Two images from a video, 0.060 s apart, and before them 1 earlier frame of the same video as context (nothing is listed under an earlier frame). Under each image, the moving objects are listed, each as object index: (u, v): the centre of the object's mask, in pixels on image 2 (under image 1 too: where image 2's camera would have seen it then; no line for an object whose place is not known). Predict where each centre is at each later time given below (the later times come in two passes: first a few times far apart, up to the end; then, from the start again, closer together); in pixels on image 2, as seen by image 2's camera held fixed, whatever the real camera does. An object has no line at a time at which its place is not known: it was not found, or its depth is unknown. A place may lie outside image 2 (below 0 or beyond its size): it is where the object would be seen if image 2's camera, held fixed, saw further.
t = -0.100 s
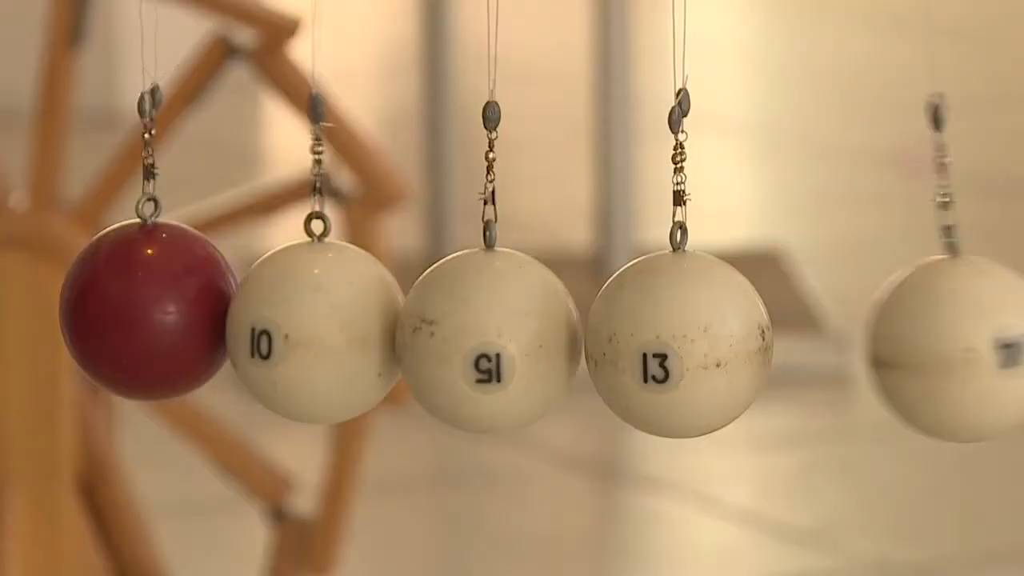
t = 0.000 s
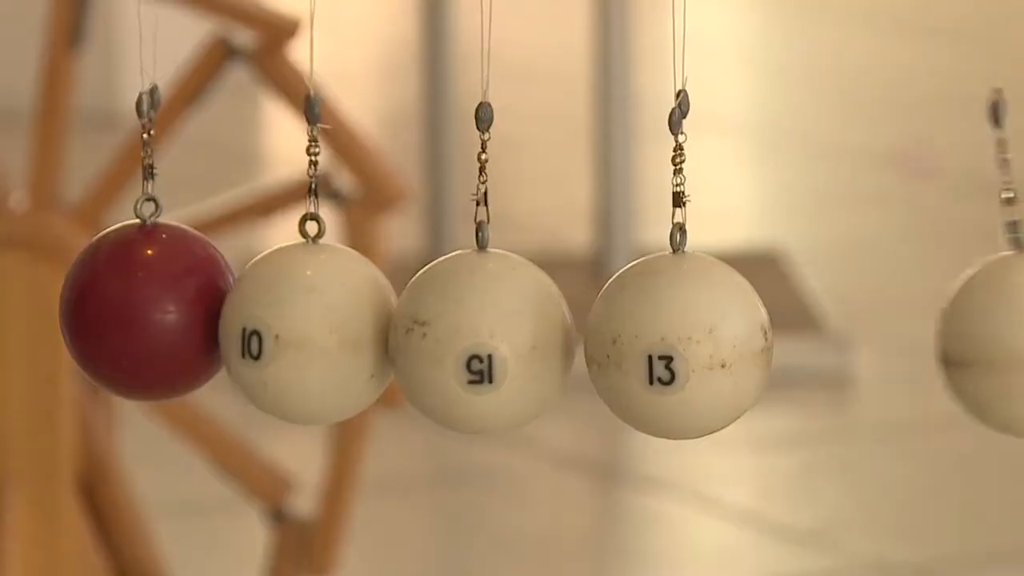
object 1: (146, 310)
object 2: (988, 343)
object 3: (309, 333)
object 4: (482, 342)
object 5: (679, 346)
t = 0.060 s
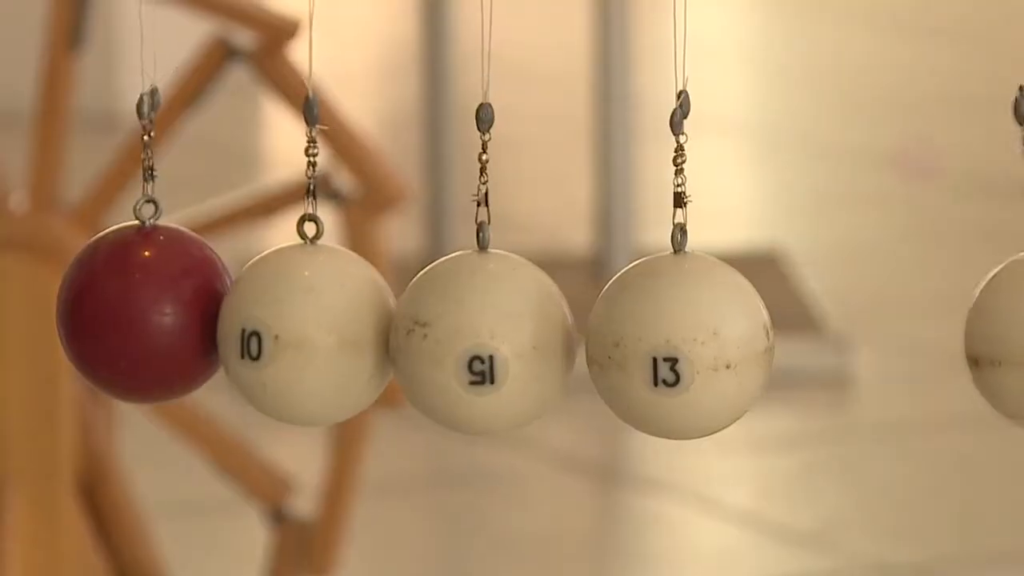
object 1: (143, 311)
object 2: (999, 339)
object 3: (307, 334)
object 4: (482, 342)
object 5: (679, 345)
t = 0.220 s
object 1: (136, 316)
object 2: (995, 341)
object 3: (311, 336)
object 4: (494, 342)
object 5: (681, 344)
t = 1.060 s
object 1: (96, 313)
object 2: (875, 352)
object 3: (322, 334)
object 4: (496, 342)
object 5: (678, 346)
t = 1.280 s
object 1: (166, 306)
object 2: (927, 351)
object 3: (321, 334)
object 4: (495, 343)
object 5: (682, 345)
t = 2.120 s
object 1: (81, 307)
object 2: (864, 352)
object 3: (312, 334)
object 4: (497, 342)
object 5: (677, 344)
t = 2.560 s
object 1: (156, 311)
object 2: (887, 352)
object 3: (323, 333)
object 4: (497, 343)
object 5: (693, 345)
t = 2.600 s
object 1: (158, 310)
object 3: (323, 333)
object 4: (497, 342)
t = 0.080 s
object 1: (141, 312)
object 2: (1001, 339)
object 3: (307, 334)
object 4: (483, 342)
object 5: (679, 345)
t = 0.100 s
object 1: (140, 313)
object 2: (1002, 339)
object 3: (307, 334)
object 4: (484, 342)
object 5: (680, 345)
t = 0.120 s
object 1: (140, 313)
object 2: (1003, 339)
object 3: (307, 334)
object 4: (486, 342)
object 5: (680, 345)
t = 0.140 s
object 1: (139, 314)
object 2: (1003, 339)
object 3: (308, 335)
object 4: (488, 342)
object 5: (681, 345)
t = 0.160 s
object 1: (138, 315)
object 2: (1003, 339)
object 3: (309, 335)
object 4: (489, 342)
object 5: (681, 345)
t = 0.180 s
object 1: (137, 316)
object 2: (1001, 339)
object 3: (309, 335)
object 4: (491, 342)
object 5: (681, 345)
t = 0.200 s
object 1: (136, 316)
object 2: (998, 340)
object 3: (310, 335)
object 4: (492, 342)
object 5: (681, 344)
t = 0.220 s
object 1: (136, 316)
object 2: (995, 341)
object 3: (311, 336)
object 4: (494, 342)
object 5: (681, 344)
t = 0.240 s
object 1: (135, 316)
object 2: (991, 342)
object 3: (312, 336)
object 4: (495, 342)
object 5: (680, 344)
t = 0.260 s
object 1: (136, 316)
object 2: (986, 343)
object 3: (313, 336)
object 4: (497, 342)
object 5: (681, 344)
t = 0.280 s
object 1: (136, 316)
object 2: (981, 345)
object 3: (315, 336)
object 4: (499, 342)
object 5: (681, 344)
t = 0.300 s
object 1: (137, 317)
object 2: (974, 346)
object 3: (317, 336)
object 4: (499, 341)
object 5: (681, 344)
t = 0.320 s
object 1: (137, 317)
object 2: (966, 347)
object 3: (318, 335)
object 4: (499, 341)
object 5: (682, 344)
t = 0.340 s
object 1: (136, 317)
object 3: (318, 336)
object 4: (497, 342)
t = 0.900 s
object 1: (40, 306)
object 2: (869, 352)
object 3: (323, 334)
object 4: (497, 342)
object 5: (680, 344)
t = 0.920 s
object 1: (43, 307)
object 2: (870, 352)
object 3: (322, 334)
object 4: (497, 342)
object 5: (680, 344)
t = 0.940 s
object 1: (47, 308)
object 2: (871, 352)
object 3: (322, 334)
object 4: (497, 342)
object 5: (680, 345)
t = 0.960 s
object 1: (52, 309)
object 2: (872, 352)
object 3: (322, 334)
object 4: (497, 342)
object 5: (680, 345)
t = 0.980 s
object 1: (58, 310)
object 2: (873, 352)
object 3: (322, 334)
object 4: (497, 342)
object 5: (679, 345)
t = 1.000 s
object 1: (64, 311)
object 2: (873, 352)
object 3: (322, 334)
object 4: (496, 342)
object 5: (679, 345)
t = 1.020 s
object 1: (73, 311)
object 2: (874, 352)
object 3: (322, 334)
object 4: (497, 342)
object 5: (679, 346)
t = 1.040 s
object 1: (83, 312)
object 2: (874, 352)
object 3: (322, 334)
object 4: (496, 342)
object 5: (678, 346)
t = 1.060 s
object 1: (96, 313)
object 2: (875, 352)
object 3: (322, 334)
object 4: (496, 342)
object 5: (678, 346)
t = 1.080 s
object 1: (110, 313)
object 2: (875, 352)
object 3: (322, 334)
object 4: (496, 342)
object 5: (678, 346)
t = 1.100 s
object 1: (125, 314)
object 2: (875, 352)
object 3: (321, 334)
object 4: (496, 342)
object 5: (678, 346)
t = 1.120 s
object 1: (139, 313)
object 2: (875, 352)
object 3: (321, 334)
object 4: (496, 342)
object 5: (678, 346)
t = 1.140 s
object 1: (152, 313)
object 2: (874, 352)
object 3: (321, 334)
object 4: (496, 342)
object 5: (678, 346)
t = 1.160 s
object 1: (156, 311)
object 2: (872, 352)
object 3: (321, 334)
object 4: (496, 342)
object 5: (680, 345)
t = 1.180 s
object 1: (156, 310)
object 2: (878, 352)
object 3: (320, 334)
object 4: (495, 342)
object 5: (683, 346)
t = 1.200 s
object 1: (159, 309)
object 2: (888, 352)
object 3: (320, 334)
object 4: (494, 342)
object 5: (683, 345)
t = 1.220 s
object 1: (161, 308)
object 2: (898, 352)
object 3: (320, 334)
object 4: (494, 342)
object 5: (682, 345)
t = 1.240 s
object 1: (163, 307)
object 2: (909, 352)
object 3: (320, 334)
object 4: (494, 342)
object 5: (683, 345)
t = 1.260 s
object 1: (165, 307)
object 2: (918, 351)
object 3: (321, 334)
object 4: (494, 343)
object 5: (682, 345)
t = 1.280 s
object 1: (166, 306)
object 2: (927, 351)
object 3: (321, 334)
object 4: (495, 343)
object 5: (682, 345)
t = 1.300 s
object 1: (165, 306)
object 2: (933, 350)
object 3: (321, 334)
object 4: (494, 342)
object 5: (681, 345)
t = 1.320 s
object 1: (166, 306)
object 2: (939, 350)
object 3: (322, 334)
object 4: (496, 342)
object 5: (681, 345)
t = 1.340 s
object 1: (166, 307)
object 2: (943, 349)
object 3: (323, 334)
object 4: (497, 342)
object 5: (681, 344)
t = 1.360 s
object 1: (165, 307)
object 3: (323, 334)
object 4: (497, 342)
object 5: (680, 344)
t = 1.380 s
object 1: (165, 308)
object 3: (323, 334)
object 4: (498, 342)
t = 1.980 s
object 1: (106, 306)
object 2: (866, 352)
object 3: (298, 333)
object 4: (498, 342)
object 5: (679, 345)
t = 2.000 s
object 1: (101, 305)
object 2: (866, 352)
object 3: (299, 333)
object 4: (498, 342)
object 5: (679, 345)
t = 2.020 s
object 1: (97, 305)
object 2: (866, 352)
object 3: (301, 333)
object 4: (498, 342)
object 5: (679, 344)
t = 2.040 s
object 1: (92, 305)
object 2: (866, 352)
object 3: (303, 333)
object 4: (498, 342)
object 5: (679, 344)
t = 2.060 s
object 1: (88, 306)
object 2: (865, 352)
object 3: (304, 333)
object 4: (498, 342)
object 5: (678, 344)
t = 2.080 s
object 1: (86, 306)
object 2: (865, 352)
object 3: (307, 334)
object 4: (498, 342)
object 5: (678, 344)
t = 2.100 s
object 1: (83, 306)
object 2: (864, 352)
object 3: (309, 334)
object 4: (497, 342)
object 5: (678, 345)
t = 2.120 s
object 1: (81, 307)
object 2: (864, 352)
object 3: (312, 334)
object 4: (497, 342)
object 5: (677, 344)
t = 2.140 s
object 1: (80, 307)
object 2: (863, 352)
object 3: (315, 334)
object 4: (496, 342)
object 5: (677, 345)
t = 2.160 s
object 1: (80, 308)
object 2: (863, 352)
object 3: (318, 334)
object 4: (496, 342)
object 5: (677, 345)
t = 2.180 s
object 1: (81, 309)
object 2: (863, 352)
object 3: (320, 335)
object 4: (496, 342)
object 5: (677, 345)
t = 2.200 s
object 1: (81, 309)
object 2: (863, 352)
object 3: (322, 334)
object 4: (496, 342)
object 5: (677, 345)
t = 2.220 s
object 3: (322, 334)
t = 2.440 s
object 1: (133, 315)
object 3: (323, 335)
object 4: (496, 342)
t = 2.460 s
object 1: (140, 315)
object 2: (888, 353)
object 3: (322, 334)
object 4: (496, 342)
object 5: (678, 345)
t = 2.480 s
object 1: (147, 314)
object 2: (889, 353)
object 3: (323, 334)
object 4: (496, 342)
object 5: (678, 345)
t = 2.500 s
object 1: (153, 314)
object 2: (889, 352)
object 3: (323, 334)
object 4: (496, 342)
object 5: (679, 345)
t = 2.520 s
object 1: (154, 313)
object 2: (888, 352)
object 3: (323, 334)
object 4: (496, 342)
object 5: (682, 345)
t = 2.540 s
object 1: (155, 312)
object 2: (887, 352)
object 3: (323, 334)
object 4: (497, 342)
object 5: (688, 345)
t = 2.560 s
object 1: (156, 311)
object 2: (887, 352)
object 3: (323, 333)
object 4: (497, 343)
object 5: (693, 345)
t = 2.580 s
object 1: (157, 311)
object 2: (886, 352)
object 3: (323, 333)
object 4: (497, 342)
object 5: (698, 345)
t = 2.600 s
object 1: (158, 310)
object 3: (323, 333)
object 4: (497, 342)
